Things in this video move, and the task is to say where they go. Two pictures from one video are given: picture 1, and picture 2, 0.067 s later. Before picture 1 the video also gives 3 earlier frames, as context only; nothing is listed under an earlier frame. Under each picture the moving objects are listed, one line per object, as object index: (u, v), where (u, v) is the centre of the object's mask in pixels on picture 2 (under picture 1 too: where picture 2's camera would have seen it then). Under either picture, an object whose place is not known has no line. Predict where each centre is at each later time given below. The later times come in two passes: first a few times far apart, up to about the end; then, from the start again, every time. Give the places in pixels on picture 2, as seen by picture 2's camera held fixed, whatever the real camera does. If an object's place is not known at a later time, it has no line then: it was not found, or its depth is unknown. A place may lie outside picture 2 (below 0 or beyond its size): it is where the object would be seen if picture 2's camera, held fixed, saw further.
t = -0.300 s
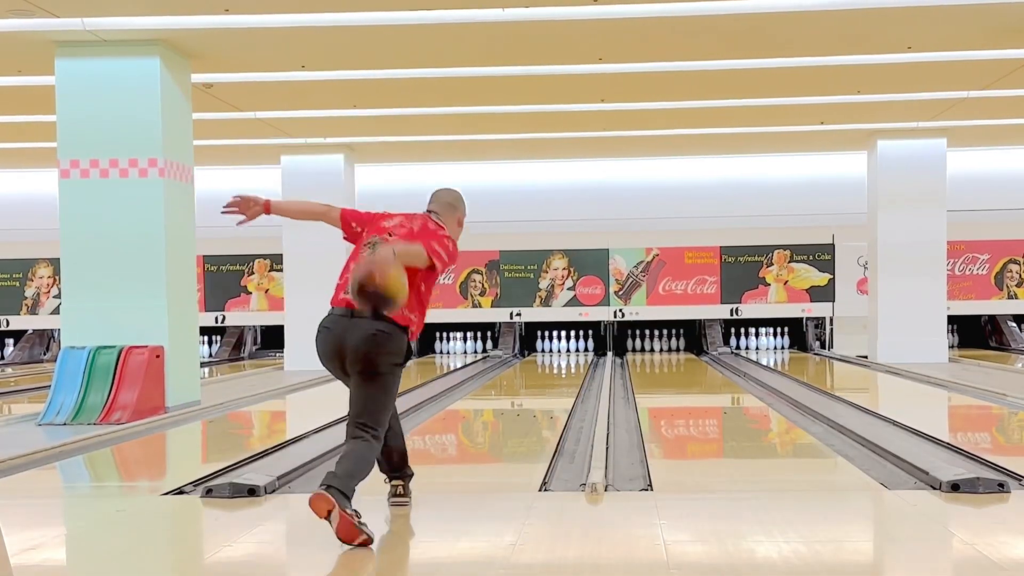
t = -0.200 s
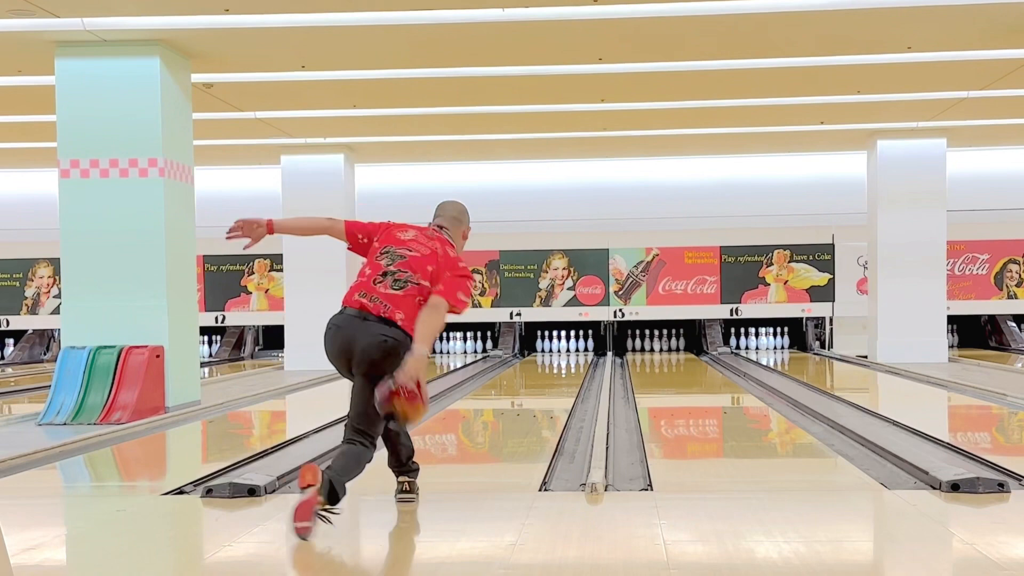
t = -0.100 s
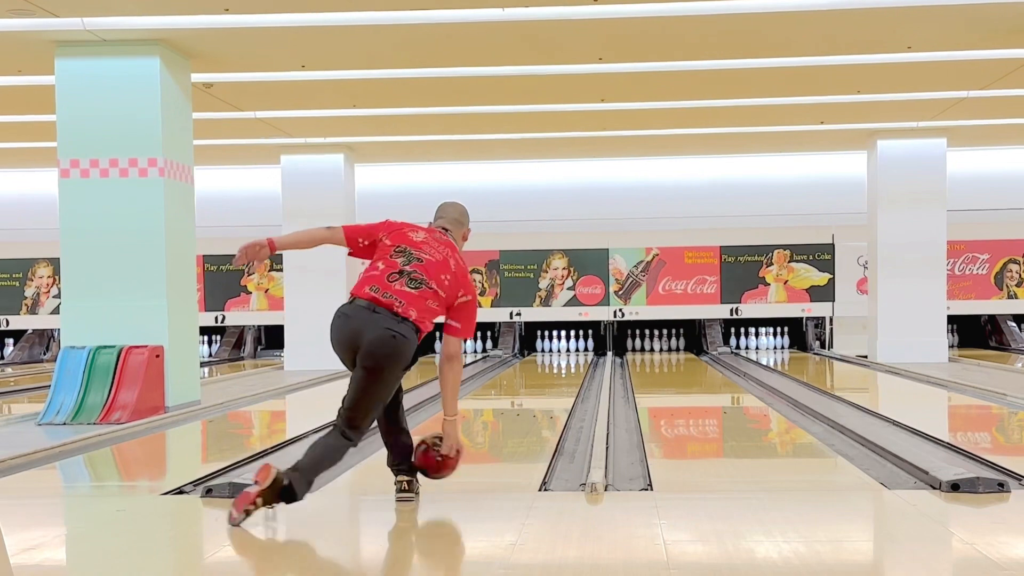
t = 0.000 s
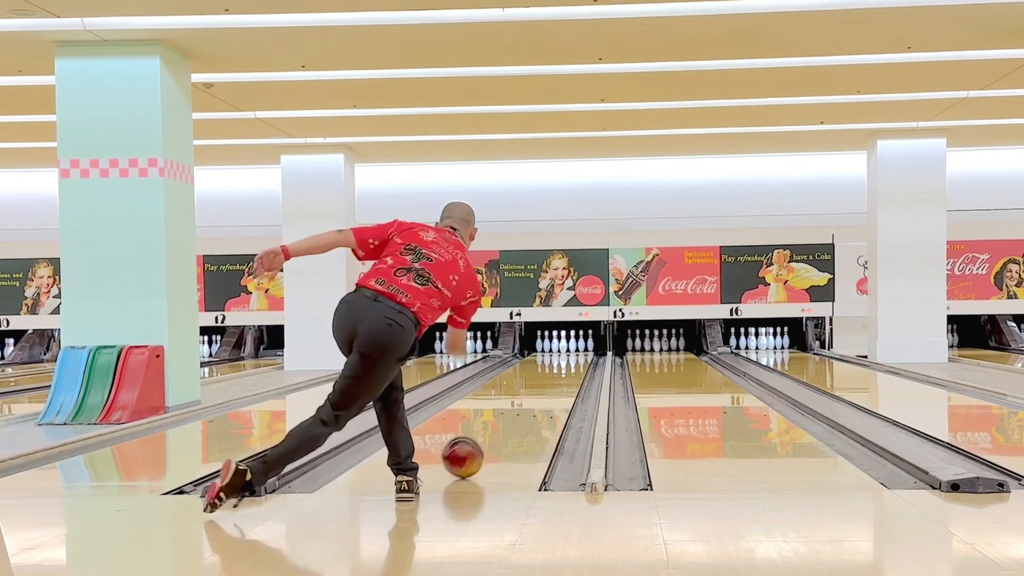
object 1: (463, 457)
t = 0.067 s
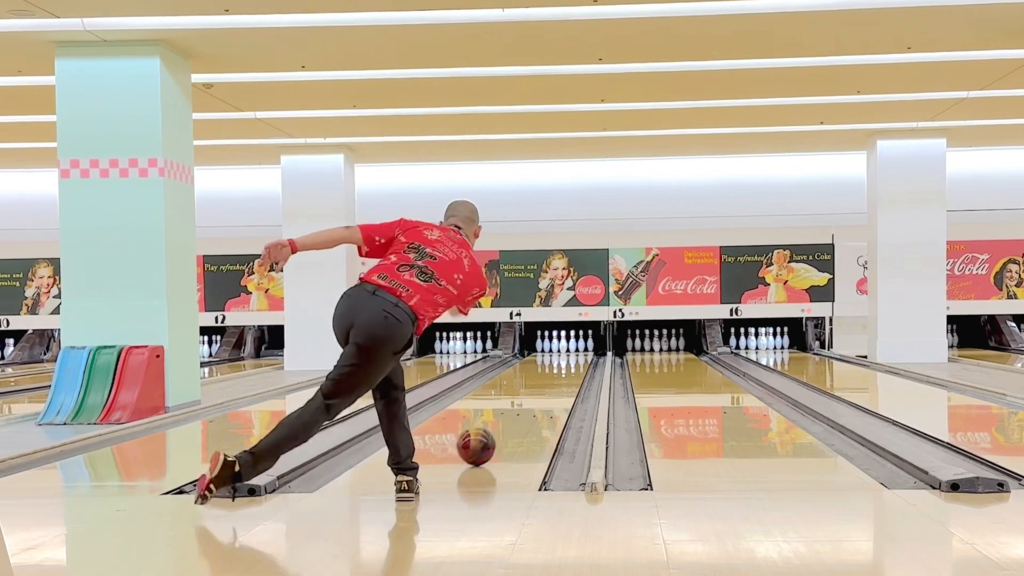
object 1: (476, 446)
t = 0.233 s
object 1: (503, 425)
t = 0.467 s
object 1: (529, 404)
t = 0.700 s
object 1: (547, 390)
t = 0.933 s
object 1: (560, 379)
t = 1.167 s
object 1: (569, 370)
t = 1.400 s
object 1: (575, 363)
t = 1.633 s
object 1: (579, 358)
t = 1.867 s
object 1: (579, 354)
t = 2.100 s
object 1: (576, 351)
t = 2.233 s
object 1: (572, 349)
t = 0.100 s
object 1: (482, 441)
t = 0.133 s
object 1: (488, 437)
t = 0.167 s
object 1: (493, 433)
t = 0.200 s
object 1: (498, 429)
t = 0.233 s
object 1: (503, 425)
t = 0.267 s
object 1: (507, 422)
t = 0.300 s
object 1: (512, 418)
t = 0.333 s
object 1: (515, 415)
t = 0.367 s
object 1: (519, 412)
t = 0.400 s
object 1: (522, 410)
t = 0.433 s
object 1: (525, 407)
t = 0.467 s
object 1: (529, 404)
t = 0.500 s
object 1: (532, 402)
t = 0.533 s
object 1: (535, 399)
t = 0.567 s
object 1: (538, 397)
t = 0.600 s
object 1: (540, 395)
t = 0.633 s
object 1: (542, 393)
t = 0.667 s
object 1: (544, 392)
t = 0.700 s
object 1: (547, 390)
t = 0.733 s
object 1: (549, 388)
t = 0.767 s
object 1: (551, 386)
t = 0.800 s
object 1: (553, 385)
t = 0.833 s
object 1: (555, 384)
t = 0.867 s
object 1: (556, 382)
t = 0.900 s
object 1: (558, 380)
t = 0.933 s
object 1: (560, 379)
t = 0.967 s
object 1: (561, 377)
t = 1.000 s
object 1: (563, 376)
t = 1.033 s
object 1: (564, 375)
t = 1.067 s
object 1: (565, 374)
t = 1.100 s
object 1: (566, 372)
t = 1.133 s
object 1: (568, 372)
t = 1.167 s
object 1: (569, 370)
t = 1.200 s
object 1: (569, 369)
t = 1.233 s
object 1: (571, 368)
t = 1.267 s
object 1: (572, 368)
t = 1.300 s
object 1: (572, 367)
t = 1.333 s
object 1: (573, 366)
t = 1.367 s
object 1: (574, 365)
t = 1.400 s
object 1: (575, 363)
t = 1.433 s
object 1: (576, 363)
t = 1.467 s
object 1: (576, 362)
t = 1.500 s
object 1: (577, 361)
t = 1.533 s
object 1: (578, 360)
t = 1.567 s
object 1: (578, 360)
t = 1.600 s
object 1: (578, 359)
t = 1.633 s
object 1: (579, 358)
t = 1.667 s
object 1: (579, 358)
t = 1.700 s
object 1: (579, 358)
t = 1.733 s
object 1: (579, 356)
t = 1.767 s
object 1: (578, 356)
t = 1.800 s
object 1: (579, 355)
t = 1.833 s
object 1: (579, 355)
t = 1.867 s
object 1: (579, 354)
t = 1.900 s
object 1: (579, 354)
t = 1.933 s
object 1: (578, 353)
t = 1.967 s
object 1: (578, 353)
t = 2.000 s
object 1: (577, 352)
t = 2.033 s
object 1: (576, 352)
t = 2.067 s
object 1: (576, 351)
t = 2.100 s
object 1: (576, 351)
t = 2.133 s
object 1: (575, 351)
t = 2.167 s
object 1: (574, 350)
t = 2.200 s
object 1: (573, 349)
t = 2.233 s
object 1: (572, 349)
